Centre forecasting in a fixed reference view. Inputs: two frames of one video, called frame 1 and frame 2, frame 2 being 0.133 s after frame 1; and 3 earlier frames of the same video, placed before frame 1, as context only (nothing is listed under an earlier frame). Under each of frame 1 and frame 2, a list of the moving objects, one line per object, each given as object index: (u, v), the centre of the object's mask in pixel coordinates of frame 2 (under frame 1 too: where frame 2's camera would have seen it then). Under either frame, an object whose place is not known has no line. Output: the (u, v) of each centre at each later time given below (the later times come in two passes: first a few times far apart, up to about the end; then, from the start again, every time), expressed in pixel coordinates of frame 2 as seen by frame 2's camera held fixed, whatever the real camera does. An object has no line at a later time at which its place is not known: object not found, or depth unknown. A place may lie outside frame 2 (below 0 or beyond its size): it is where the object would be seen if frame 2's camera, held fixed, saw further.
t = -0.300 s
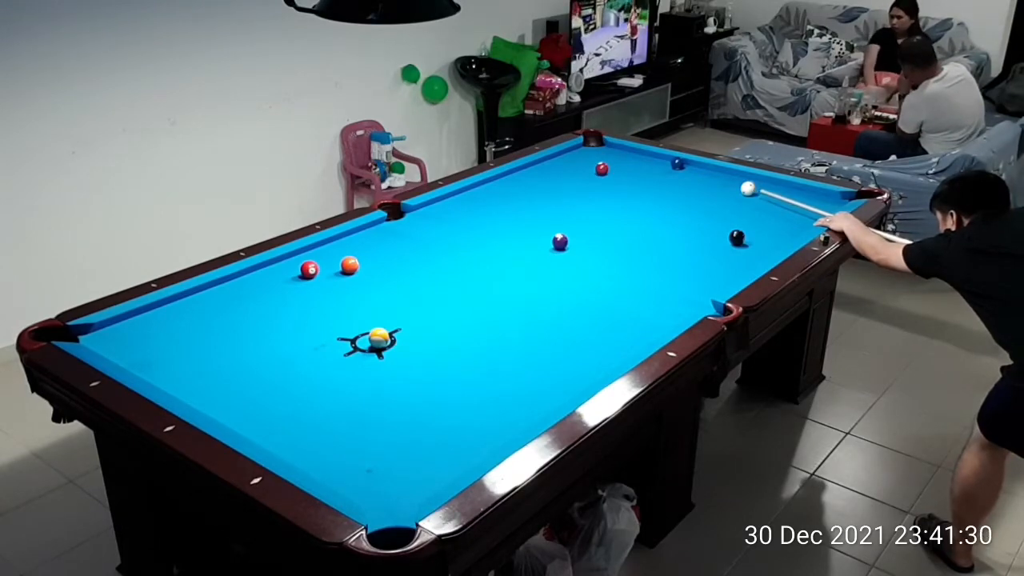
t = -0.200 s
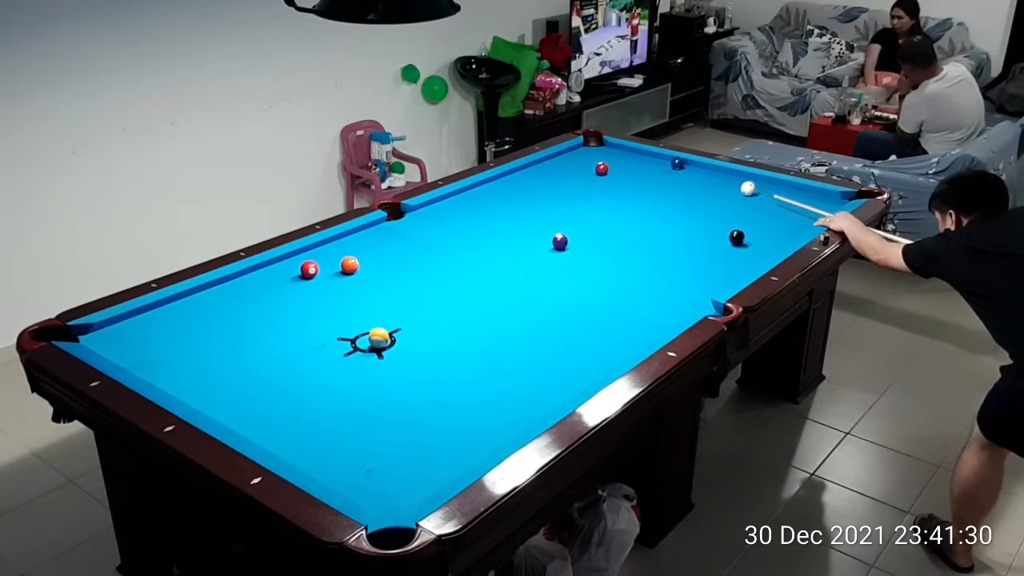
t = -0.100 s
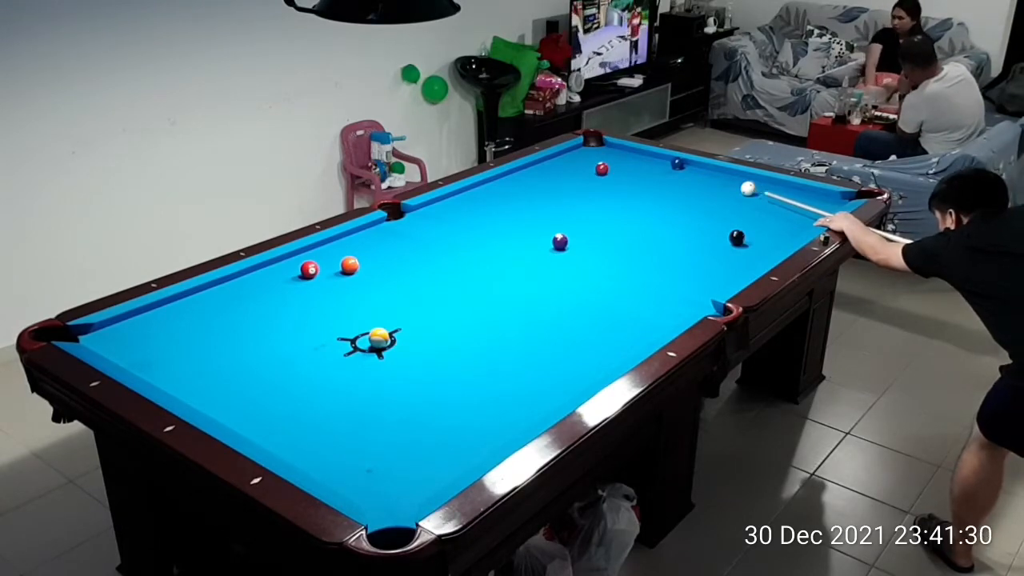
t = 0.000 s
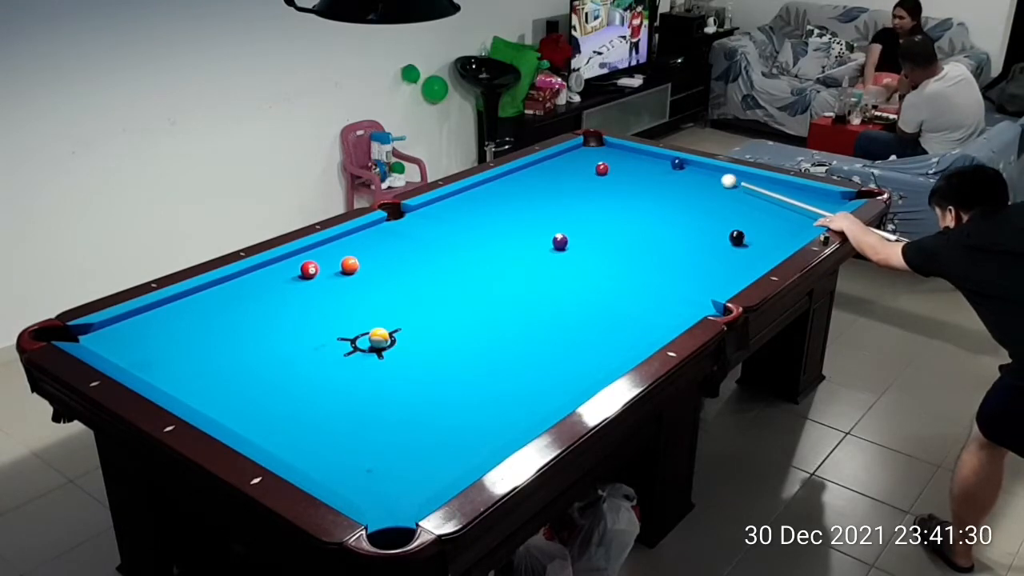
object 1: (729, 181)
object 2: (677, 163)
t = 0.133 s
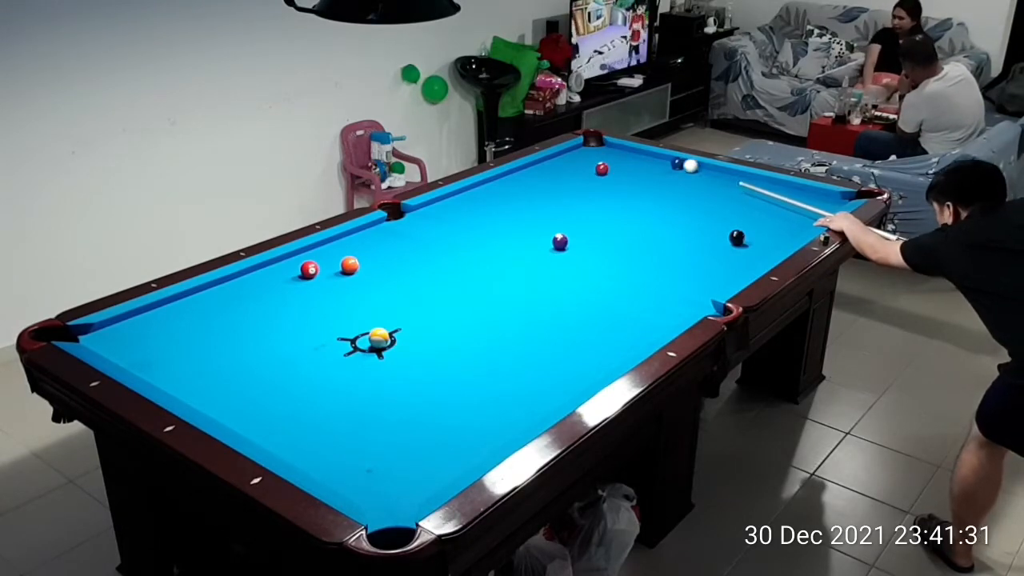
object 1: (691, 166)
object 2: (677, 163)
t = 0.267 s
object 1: (686, 163)
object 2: (643, 155)
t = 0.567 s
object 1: (655, 163)
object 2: (592, 141)
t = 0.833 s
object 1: (628, 163)
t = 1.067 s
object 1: (608, 161)
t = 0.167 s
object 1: (690, 164)
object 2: (669, 162)
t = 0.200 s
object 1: (691, 163)
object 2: (659, 160)
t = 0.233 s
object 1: (689, 163)
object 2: (650, 157)
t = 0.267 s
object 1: (686, 163)
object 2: (643, 155)
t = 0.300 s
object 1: (683, 163)
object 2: (635, 153)
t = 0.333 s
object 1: (679, 163)
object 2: (628, 152)
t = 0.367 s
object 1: (675, 163)
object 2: (621, 150)
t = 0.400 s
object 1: (672, 163)
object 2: (615, 149)
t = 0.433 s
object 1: (669, 163)
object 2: (608, 147)
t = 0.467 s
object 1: (665, 163)
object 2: (603, 145)
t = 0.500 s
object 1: (662, 163)
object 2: (596, 144)
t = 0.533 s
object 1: (658, 163)
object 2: (590, 142)
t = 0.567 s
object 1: (655, 163)
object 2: (592, 141)
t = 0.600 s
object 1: (651, 163)
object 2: (596, 140)
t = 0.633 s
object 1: (648, 163)
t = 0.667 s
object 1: (645, 163)
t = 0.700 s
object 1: (641, 163)
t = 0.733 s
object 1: (638, 163)
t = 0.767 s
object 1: (635, 163)
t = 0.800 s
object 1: (632, 163)
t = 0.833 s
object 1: (628, 163)
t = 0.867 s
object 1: (625, 163)
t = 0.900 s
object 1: (622, 163)
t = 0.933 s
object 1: (619, 163)
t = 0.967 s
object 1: (616, 163)
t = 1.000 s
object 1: (613, 162)
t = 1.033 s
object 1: (611, 162)
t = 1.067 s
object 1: (608, 161)
